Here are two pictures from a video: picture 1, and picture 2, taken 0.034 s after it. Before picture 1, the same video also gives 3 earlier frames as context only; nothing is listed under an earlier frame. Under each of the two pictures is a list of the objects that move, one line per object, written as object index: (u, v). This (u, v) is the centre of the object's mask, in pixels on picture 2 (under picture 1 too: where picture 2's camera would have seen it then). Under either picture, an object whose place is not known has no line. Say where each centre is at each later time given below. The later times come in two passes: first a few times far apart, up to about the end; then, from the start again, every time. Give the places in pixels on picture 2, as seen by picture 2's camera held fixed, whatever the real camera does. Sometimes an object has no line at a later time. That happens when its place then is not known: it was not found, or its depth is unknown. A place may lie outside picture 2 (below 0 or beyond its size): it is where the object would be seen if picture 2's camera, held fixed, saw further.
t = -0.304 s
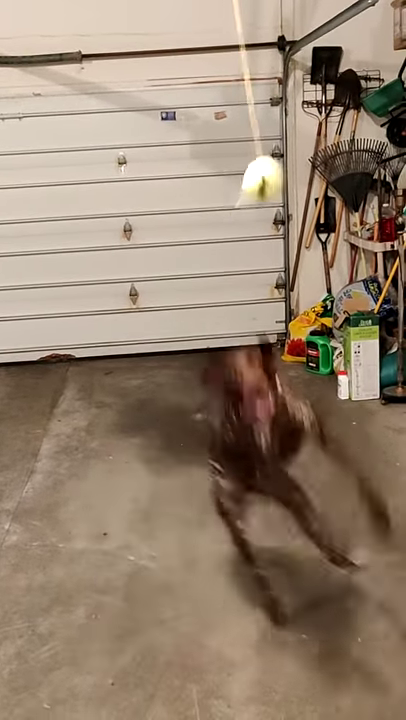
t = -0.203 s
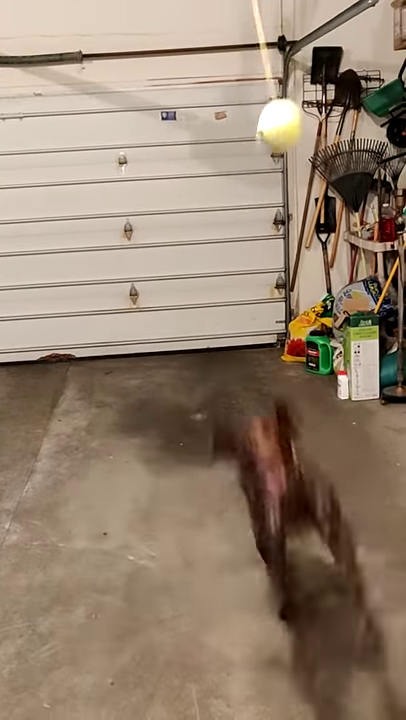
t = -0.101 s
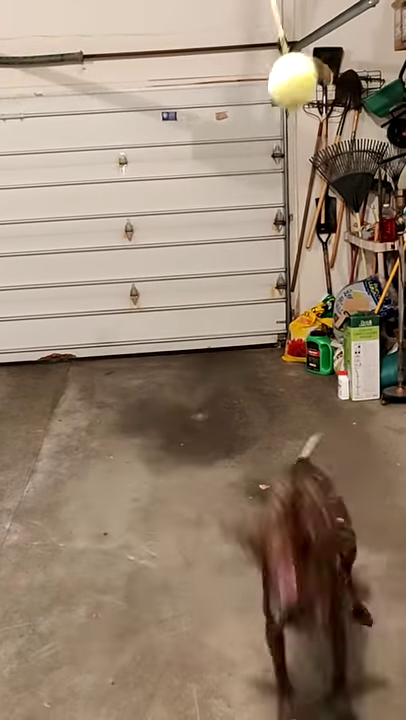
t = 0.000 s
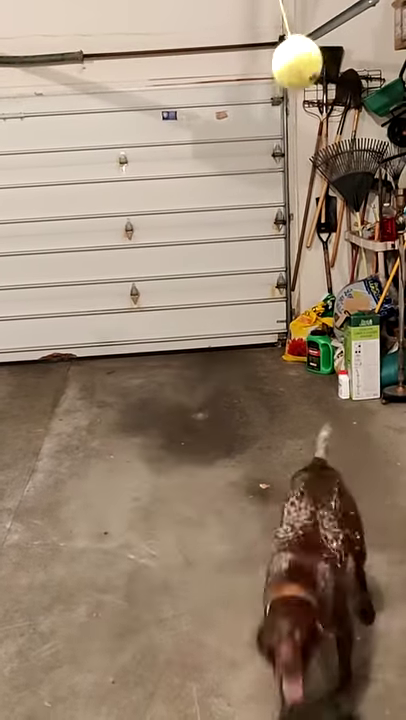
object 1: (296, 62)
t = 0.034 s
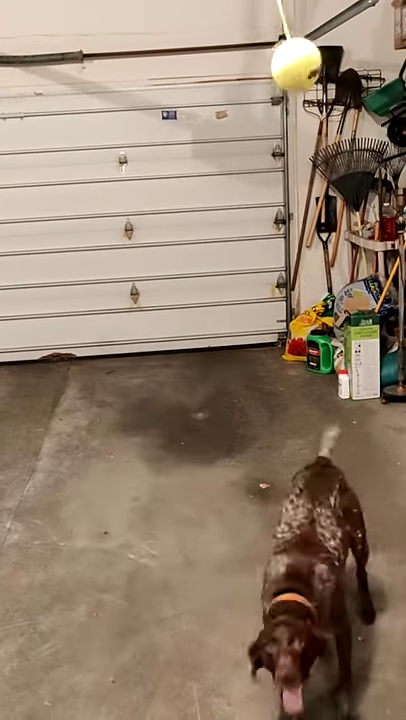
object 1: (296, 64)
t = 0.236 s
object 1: (275, 144)
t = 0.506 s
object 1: (227, 250)
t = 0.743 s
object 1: (193, 232)
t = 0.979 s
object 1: (173, 172)
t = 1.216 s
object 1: (164, 133)
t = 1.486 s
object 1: (166, 148)
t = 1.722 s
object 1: (179, 206)
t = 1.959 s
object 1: (202, 251)
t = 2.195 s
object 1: (239, 213)
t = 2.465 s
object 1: (265, 121)
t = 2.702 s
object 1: (262, 138)
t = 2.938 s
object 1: (234, 228)
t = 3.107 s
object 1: (213, 253)
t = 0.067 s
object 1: (294, 70)
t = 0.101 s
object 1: (292, 79)
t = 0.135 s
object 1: (288, 92)
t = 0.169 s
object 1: (284, 108)
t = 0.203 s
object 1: (280, 125)
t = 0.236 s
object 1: (275, 144)
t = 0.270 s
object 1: (270, 162)
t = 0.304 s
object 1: (265, 179)
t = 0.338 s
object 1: (259, 197)
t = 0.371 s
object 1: (253, 213)
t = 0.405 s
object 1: (246, 225)
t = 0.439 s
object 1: (239, 236)
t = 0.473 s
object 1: (233, 245)
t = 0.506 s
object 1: (227, 250)
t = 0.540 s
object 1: (221, 253)
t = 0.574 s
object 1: (216, 254)
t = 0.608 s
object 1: (211, 252)
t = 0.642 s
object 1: (206, 249)
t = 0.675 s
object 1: (202, 245)
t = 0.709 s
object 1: (197, 239)
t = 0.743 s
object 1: (193, 232)
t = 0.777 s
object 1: (190, 225)
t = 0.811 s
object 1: (186, 216)
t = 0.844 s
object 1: (183, 207)
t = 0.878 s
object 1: (180, 198)
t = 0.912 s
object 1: (177, 189)
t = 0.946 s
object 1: (175, 181)
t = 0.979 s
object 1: (173, 172)
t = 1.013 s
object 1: (171, 163)
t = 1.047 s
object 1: (169, 155)
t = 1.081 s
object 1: (168, 149)
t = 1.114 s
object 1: (167, 143)
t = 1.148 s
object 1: (165, 139)
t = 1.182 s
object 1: (165, 135)
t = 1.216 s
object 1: (164, 133)
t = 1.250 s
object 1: (164, 131)
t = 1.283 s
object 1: (164, 131)
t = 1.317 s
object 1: (164, 130)
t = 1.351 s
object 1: (164, 132)
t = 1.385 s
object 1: (164, 134)
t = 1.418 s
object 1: (165, 138)
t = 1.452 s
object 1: (166, 142)
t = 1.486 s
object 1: (166, 148)
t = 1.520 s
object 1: (167, 155)
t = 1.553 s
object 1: (169, 162)
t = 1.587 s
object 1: (170, 170)
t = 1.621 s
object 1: (172, 178)
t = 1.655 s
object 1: (174, 187)
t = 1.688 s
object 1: (176, 197)
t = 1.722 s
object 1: (179, 206)
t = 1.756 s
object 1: (181, 214)
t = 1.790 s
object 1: (184, 222)
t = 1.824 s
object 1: (188, 230)
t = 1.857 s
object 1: (191, 237)
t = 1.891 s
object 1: (194, 243)
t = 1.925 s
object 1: (198, 248)
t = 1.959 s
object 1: (202, 251)
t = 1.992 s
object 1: (206, 253)
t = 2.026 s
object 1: (216, 253)
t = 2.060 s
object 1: (219, 248)
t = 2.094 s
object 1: (224, 242)
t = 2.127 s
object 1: (229, 234)
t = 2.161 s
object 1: (233, 225)
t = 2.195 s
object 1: (239, 213)
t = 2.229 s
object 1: (243, 200)
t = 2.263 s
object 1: (247, 187)
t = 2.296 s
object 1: (251, 172)
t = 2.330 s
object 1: (255, 159)
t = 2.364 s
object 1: (259, 146)
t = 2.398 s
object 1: (261, 135)
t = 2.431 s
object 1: (263, 126)
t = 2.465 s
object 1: (265, 121)
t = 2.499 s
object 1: (268, 113)
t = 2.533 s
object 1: (267, 110)
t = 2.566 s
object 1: (268, 112)
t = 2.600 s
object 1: (267, 114)
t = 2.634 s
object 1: (266, 119)
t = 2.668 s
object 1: (265, 128)
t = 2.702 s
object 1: (262, 138)
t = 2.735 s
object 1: (259, 150)
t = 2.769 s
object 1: (256, 165)
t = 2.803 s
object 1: (251, 177)
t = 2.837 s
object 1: (247, 191)
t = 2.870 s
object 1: (242, 204)
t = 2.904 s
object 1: (238, 216)
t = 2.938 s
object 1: (234, 228)
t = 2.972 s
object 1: (229, 237)
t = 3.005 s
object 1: (226, 243)
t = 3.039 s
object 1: (221, 249)
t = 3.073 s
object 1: (216, 252)
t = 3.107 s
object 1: (213, 253)
